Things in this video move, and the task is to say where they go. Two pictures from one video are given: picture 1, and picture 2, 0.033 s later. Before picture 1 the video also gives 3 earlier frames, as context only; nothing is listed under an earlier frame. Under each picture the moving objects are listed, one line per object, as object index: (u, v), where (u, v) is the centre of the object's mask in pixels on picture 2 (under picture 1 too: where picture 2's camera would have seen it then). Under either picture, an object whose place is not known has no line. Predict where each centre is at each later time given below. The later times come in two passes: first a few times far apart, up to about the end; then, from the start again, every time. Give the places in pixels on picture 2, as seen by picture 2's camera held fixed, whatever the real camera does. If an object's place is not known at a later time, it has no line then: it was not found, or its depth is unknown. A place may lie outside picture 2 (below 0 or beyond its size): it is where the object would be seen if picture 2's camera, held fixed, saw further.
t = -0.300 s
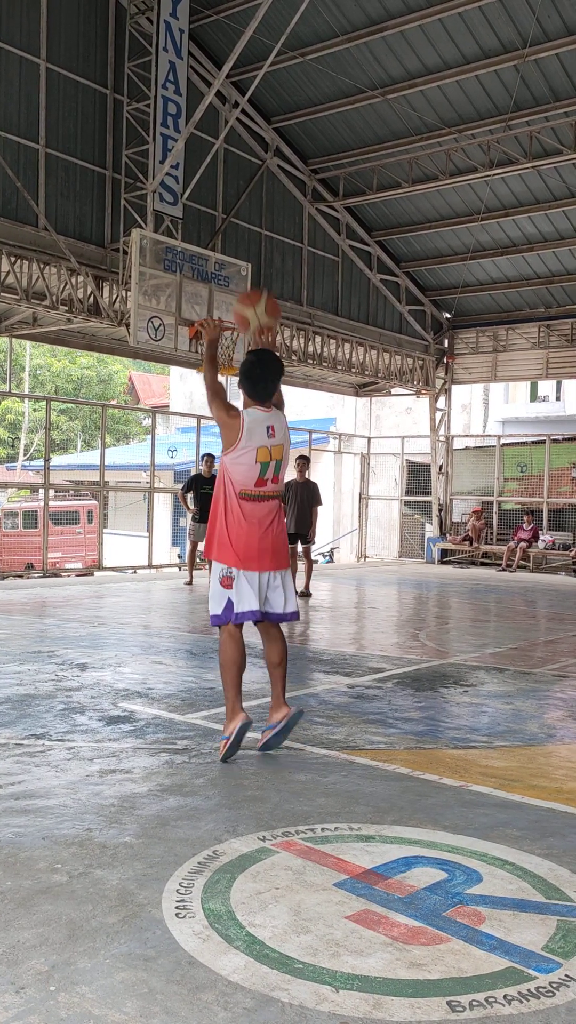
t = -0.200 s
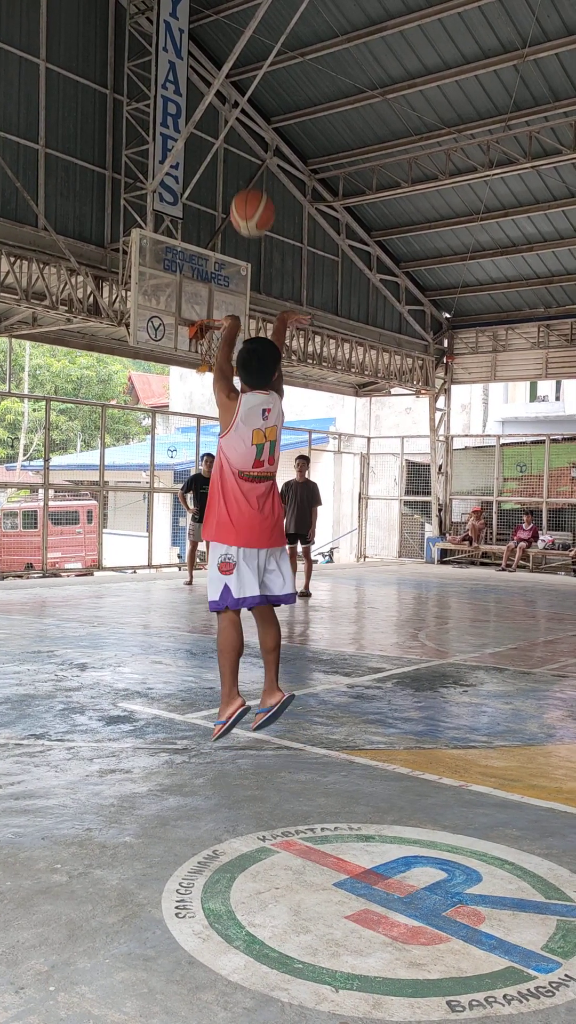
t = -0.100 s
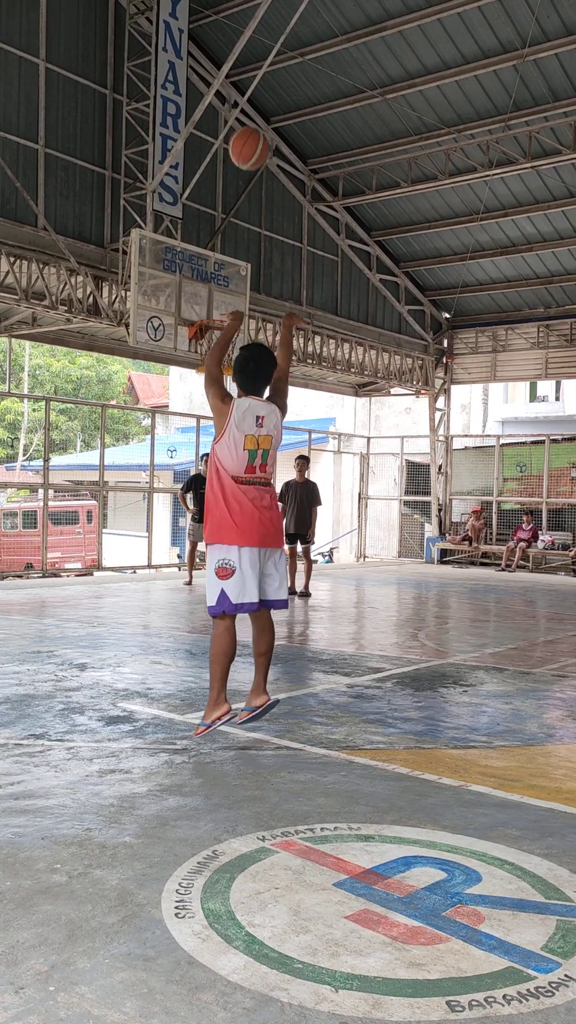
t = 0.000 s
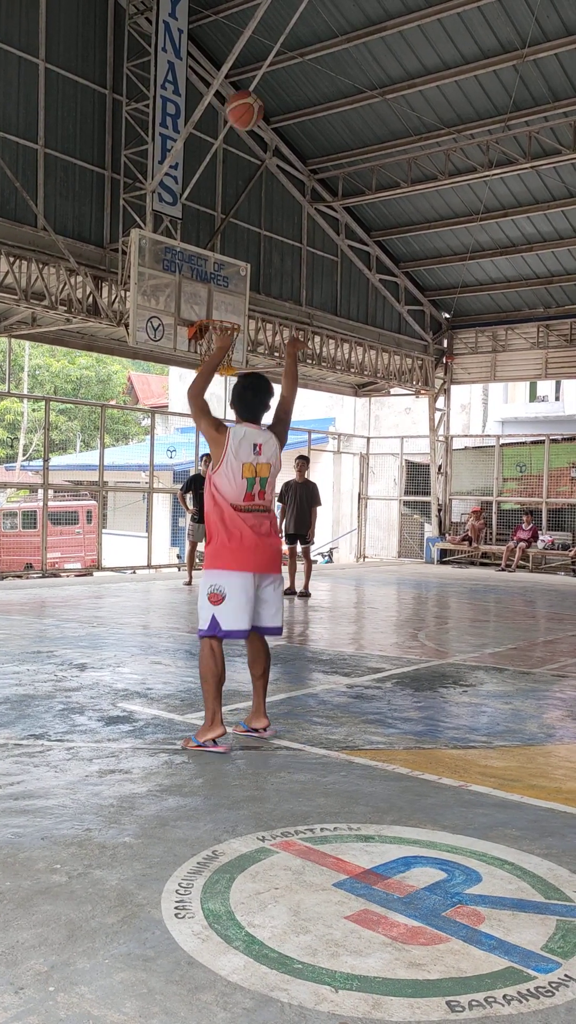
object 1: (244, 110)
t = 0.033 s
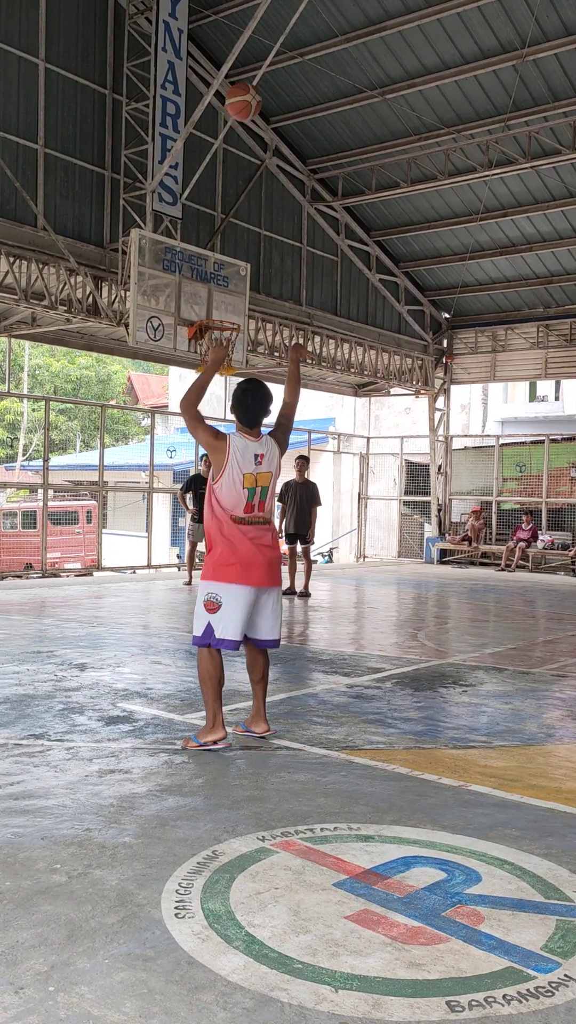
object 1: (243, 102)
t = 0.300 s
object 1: (235, 100)
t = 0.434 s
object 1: (231, 129)
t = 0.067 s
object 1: (242, 96)
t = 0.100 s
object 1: (241, 92)
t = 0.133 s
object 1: (240, 90)
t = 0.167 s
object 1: (239, 89)
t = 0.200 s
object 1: (238, 89)
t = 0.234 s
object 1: (237, 92)
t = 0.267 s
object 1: (236, 95)
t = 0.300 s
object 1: (235, 100)
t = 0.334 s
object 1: (234, 106)
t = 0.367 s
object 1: (233, 112)
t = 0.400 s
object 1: (232, 120)
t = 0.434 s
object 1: (231, 129)
